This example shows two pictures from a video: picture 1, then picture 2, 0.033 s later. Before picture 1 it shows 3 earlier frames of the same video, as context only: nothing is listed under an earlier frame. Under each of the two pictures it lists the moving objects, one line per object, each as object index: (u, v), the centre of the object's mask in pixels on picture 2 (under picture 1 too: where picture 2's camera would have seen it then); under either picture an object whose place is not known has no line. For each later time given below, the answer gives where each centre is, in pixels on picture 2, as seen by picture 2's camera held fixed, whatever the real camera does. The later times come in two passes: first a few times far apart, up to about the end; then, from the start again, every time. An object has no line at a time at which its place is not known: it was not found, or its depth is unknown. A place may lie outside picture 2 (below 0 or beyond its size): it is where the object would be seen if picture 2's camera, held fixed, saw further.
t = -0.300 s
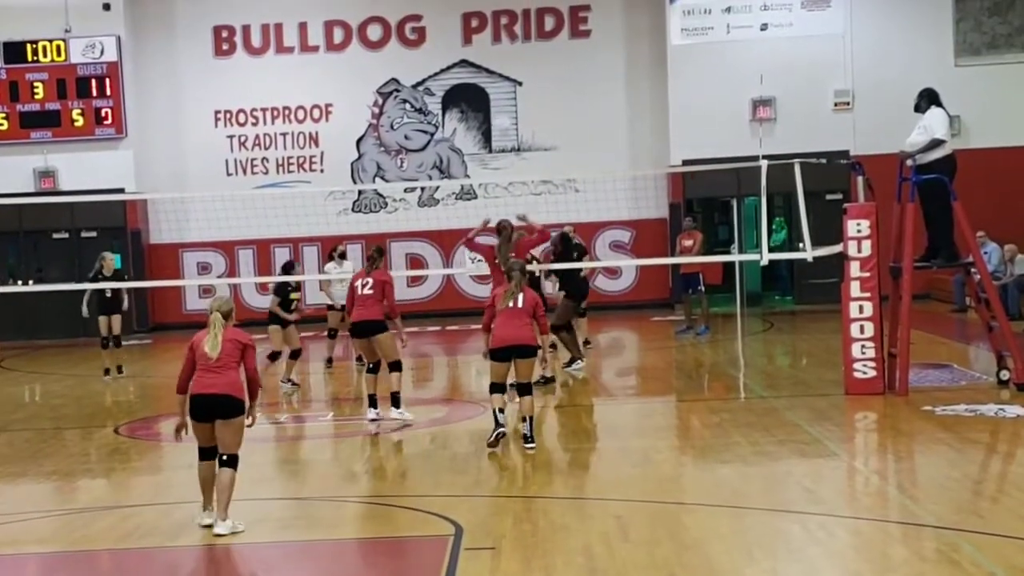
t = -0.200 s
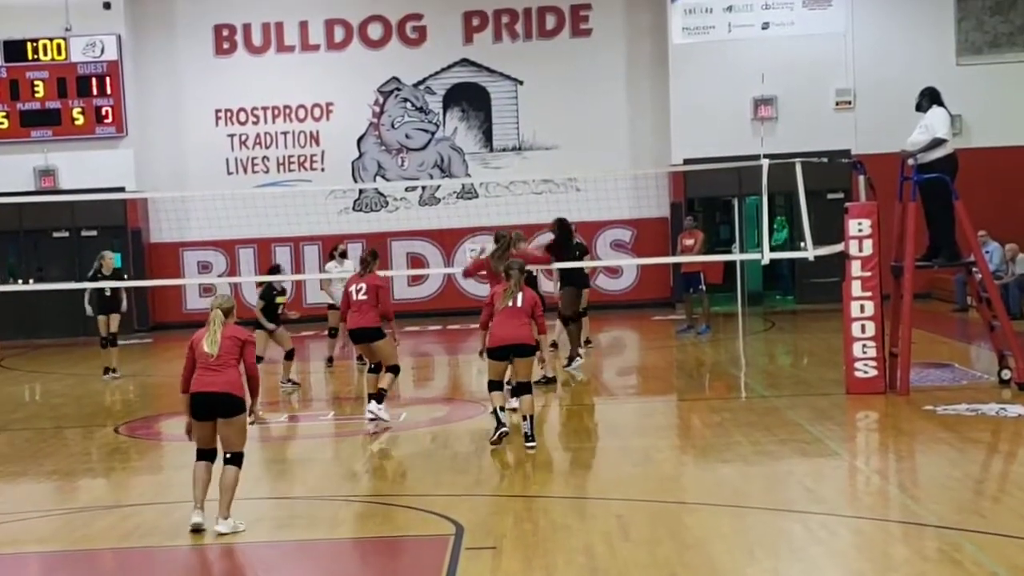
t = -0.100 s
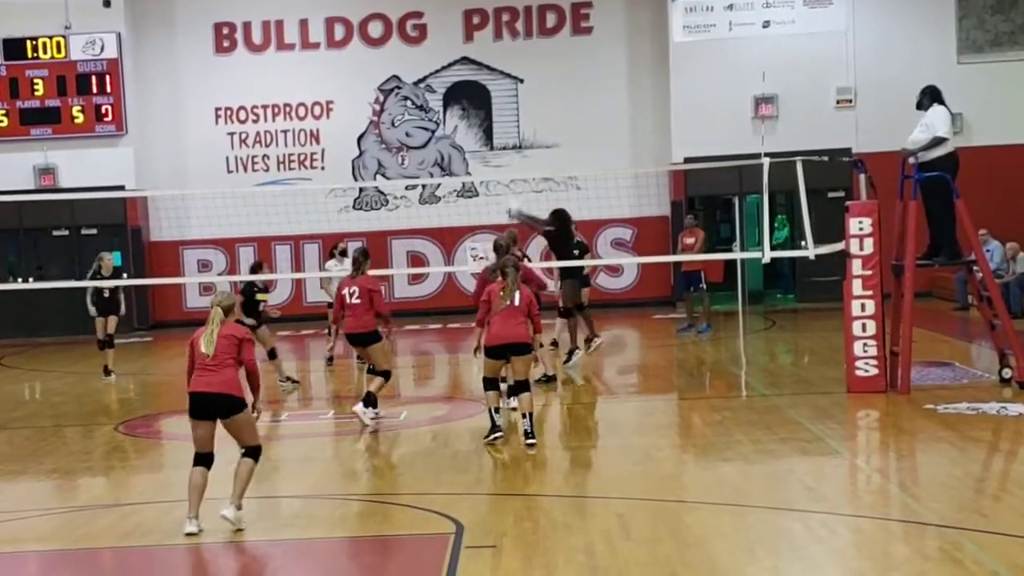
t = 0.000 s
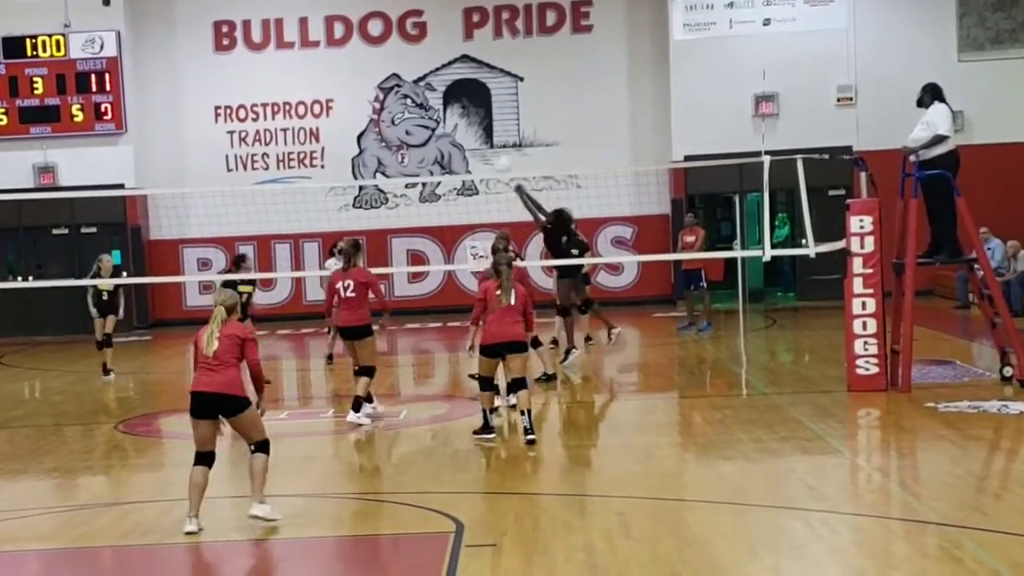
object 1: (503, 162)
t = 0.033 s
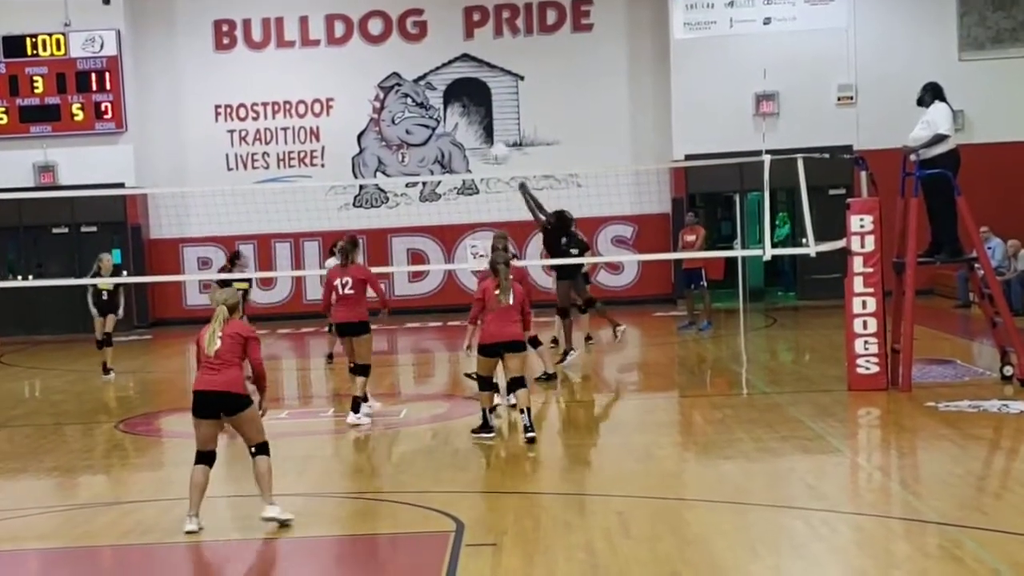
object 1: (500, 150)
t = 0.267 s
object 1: (473, 96)
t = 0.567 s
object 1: (434, 105)
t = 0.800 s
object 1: (401, 198)
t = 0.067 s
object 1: (494, 141)
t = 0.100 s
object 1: (490, 131)
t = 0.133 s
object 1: (488, 122)
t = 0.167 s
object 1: (484, 114)
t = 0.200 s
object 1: (480, 108)
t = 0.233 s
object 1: (476, 101)
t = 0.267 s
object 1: (473, 96)
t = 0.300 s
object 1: (468, 93)
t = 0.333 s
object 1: (464, 90)
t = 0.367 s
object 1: (461, 89)
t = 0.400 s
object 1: (456, 88)
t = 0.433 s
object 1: (452, 89)
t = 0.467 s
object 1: (448, 91)
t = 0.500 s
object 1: (443, 94)
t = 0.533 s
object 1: (439, 99)
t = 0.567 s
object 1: (434, 105)
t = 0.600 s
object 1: (430, 114)
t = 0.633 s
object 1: (424, 124)
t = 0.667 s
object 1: (420, 134)
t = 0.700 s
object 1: (415, 148)
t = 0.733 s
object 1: (410, 163)
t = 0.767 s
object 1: (406, 179)
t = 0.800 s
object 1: (401, 198)
